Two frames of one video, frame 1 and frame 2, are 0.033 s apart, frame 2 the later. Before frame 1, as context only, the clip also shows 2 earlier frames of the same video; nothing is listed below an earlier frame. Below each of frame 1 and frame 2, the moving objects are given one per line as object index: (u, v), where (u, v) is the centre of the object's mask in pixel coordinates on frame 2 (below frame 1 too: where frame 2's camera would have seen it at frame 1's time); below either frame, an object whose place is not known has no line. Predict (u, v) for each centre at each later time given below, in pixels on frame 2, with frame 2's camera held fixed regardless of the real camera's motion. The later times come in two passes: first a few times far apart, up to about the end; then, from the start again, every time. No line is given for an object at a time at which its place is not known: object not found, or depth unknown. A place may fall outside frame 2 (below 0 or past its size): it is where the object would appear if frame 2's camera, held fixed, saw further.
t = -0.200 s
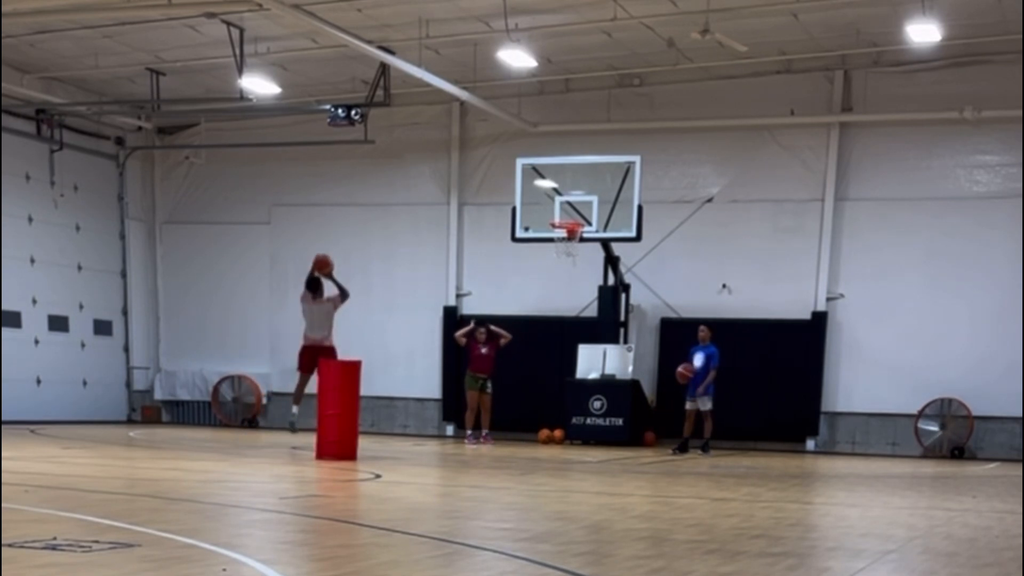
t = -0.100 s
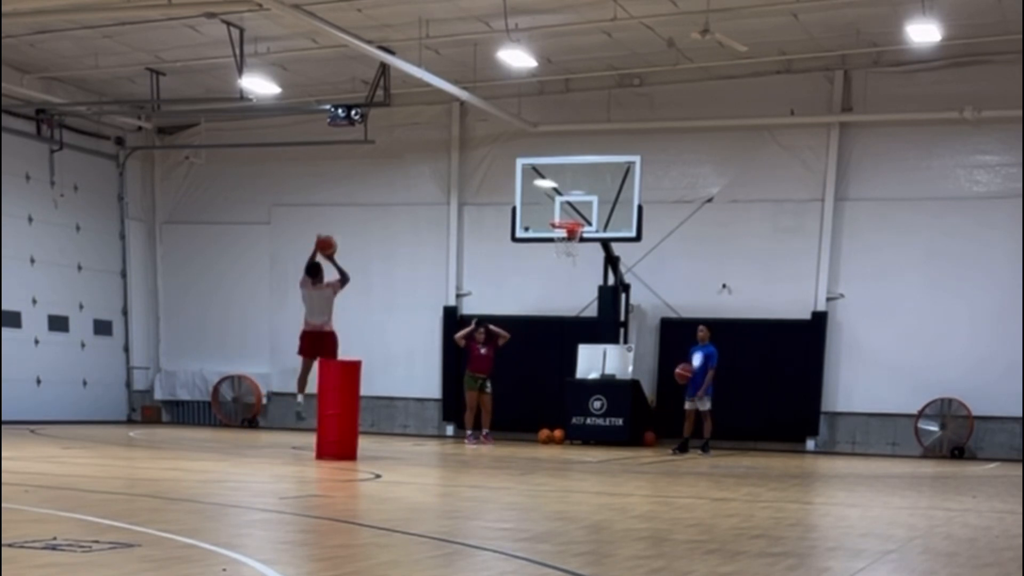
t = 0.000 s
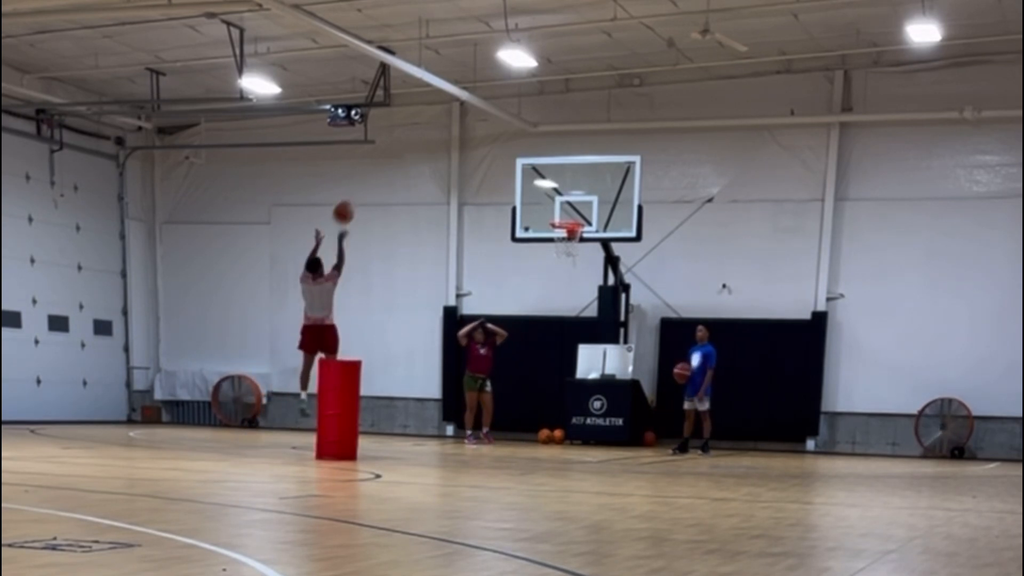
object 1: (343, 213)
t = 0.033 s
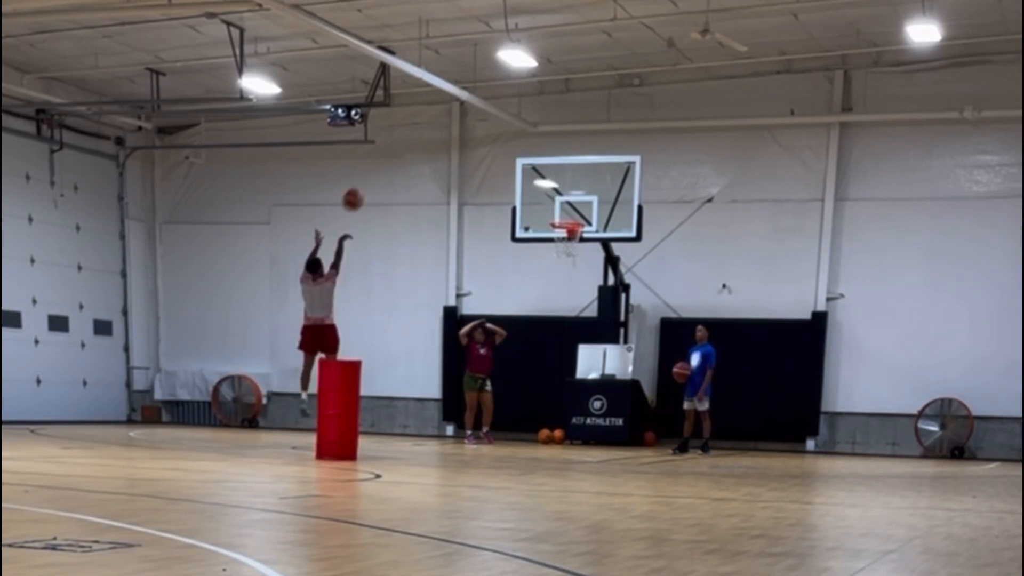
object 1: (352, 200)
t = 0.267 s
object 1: (416, 138)
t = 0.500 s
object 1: (474, 124)
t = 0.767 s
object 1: (530, 161)
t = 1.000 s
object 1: (567, 223)
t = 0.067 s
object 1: (362, 188)
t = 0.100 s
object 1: (371, 177)
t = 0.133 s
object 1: (380, 167)
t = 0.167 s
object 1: (389, 158)
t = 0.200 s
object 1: (399, 150)
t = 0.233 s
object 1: (407, 143)
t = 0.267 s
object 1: (416, 138)
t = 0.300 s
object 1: (425, 133)
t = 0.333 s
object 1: (433, 129)
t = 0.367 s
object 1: (441, 126)
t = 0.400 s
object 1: (450, 124)
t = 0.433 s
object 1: (458, 124)
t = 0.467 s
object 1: (465, 123)
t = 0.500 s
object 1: (474, 124)
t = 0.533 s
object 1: (482, 126)
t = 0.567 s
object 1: (489, 128)
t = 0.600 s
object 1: (496, 131)
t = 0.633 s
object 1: (503, 135)
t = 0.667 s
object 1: (510, 141)
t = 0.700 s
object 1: (517, 146)
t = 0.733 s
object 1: (524, 153)
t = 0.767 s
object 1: (530, 161)
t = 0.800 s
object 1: (538, 171)
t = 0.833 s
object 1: (543, 178)
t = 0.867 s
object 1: (551, 188)
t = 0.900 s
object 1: (556, 197)
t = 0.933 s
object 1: (563, 209)
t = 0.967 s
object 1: (569, 218)
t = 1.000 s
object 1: (567, 223)
